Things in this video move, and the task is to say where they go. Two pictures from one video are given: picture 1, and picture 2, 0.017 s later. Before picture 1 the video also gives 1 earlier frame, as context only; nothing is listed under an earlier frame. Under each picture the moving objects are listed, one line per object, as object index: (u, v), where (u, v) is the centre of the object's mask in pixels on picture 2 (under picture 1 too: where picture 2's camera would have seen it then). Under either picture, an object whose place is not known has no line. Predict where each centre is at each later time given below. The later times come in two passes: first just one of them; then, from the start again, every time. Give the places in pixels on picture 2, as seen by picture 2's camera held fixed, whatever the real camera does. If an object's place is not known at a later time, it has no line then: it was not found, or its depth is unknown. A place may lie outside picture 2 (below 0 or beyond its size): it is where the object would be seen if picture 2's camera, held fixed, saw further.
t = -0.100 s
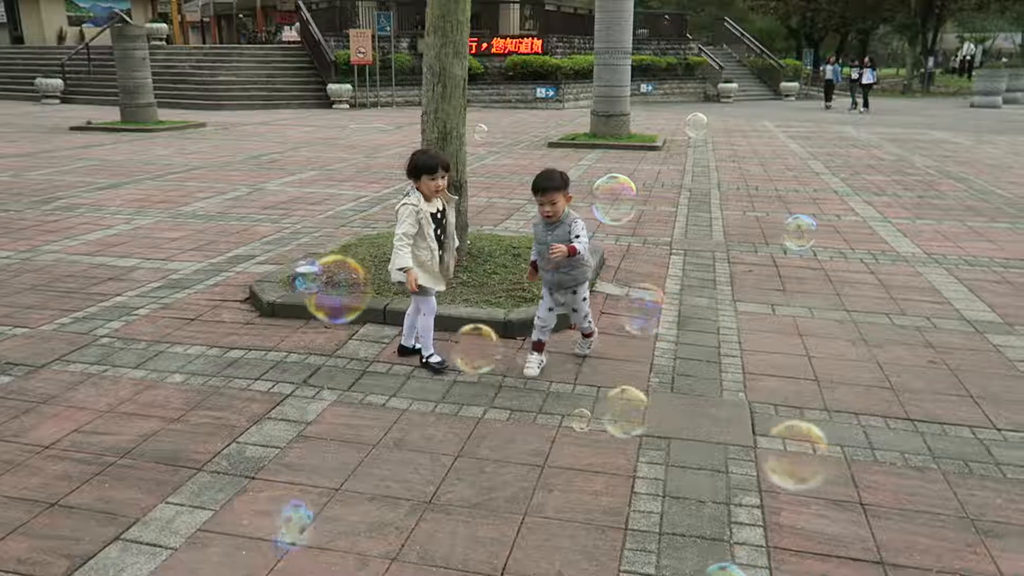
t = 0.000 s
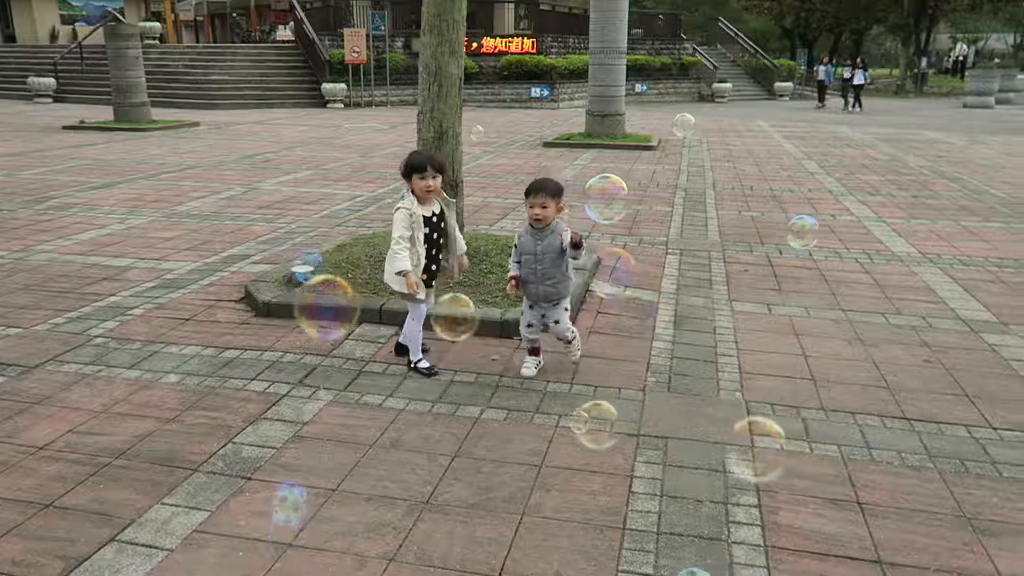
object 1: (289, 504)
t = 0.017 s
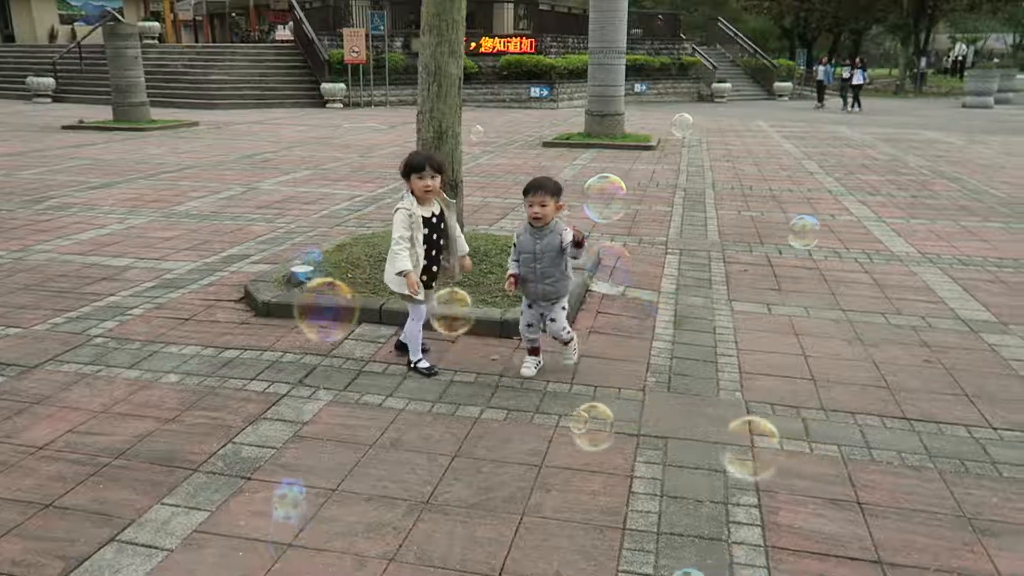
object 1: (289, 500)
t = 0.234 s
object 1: (282, 467)
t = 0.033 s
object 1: (289, 497)
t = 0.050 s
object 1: (288, 493)
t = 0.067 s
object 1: (288, 490)
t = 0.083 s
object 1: (287, 488)
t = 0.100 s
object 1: (287, 485)
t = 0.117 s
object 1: (286, 483)
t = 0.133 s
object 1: (285, 480)
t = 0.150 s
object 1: (284, 479)
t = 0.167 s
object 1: (284, 477)
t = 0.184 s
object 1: (283, 475)
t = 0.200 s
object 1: (283, 473)
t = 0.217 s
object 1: (283, 471)
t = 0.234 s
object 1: (282, 467)
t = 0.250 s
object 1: (281, 465)
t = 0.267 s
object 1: (280, 464)
